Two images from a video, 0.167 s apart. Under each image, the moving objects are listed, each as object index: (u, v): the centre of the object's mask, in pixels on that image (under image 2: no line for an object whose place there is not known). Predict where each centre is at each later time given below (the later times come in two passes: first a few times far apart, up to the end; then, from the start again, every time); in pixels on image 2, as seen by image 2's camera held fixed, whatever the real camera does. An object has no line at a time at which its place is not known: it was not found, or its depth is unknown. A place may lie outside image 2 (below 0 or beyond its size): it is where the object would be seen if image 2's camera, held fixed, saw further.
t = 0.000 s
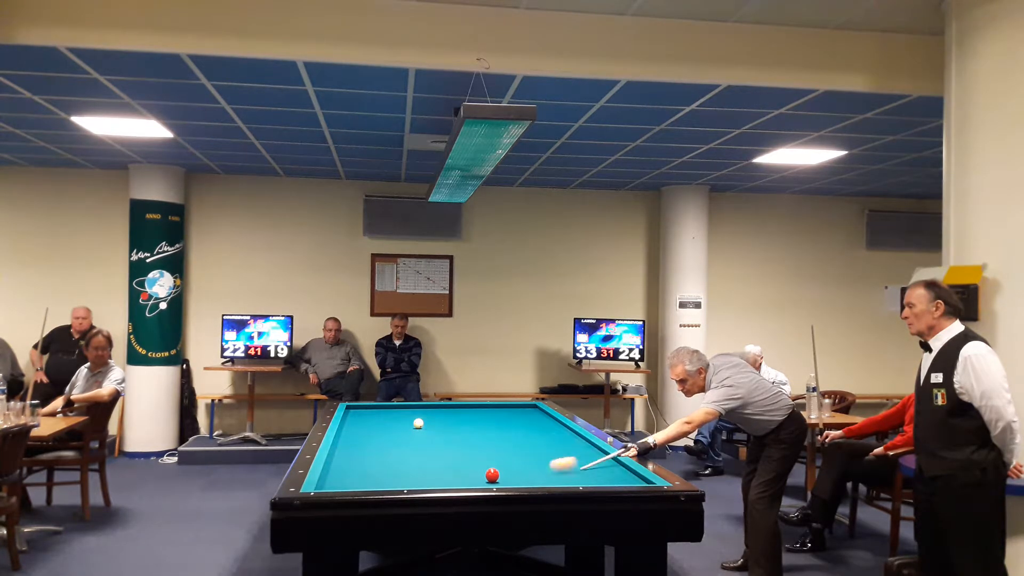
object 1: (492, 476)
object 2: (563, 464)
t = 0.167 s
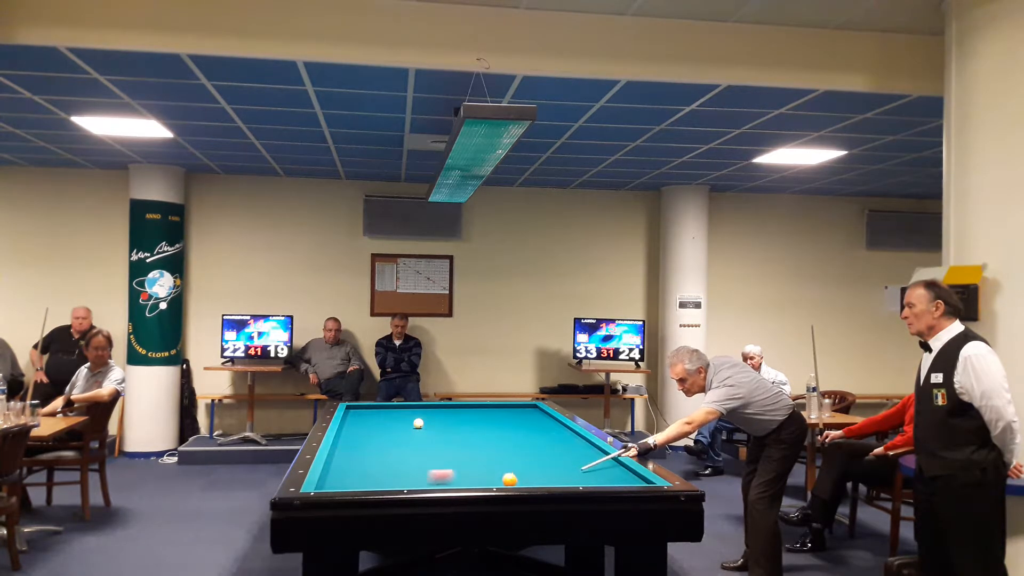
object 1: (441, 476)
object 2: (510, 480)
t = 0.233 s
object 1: (395, 478)
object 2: (515, 482)
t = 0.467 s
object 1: (386, 479)
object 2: (537, 474)
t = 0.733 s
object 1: (490, 478)
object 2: (564, 464)
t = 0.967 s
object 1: (570, 478)
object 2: (584, 456)
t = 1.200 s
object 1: (635, 478)
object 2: (593, 449)
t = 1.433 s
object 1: (584, 478)
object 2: (571, 443)
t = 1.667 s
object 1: (539, 479)
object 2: (550, 439)
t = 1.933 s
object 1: (489, 480)
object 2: (529, 434)
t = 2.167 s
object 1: (445, 481)
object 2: (512, 430)
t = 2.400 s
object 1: (400, 482)
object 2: (496, 426)
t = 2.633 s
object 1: (354, 483)
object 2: (481, 422)
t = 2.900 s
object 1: (337, 484)
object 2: (465, 419)
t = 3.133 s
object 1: (363, 483)
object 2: (452, 416)
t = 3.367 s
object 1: (389, 482)
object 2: (440, 413)
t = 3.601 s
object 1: (413, 482)
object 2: (428, 410)
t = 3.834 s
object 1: (437, 481)
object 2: (418, 408)
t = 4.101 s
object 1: (462, 481)
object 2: (406, 405)
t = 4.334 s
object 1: (484, 480)
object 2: (397, 406)
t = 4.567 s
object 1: (505, 480)
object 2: (387, 408)
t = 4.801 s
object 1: (525, 480)
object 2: (377, 410)
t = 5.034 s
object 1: (545, 479)
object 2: (368, 411)
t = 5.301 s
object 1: (567, 479)
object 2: (357, 413)
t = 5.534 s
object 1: (585, 479)
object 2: (347, 414)
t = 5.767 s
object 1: (602, 478)
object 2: (352, 415)
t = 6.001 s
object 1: (619, 478)
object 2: (357, 417)
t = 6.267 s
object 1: (637, 478)
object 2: (363, 418)
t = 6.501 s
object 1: (631, 478)
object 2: (368, 419)
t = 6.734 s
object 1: (622, 478)
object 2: (372, 420)
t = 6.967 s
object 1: (613, 478)
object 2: (377, 421)
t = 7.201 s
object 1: (605, 478)
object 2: (381, 422)
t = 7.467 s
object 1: (596, 478)
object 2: (386, 423)
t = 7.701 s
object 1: (588, 478)
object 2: (390, 424)
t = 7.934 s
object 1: (581, 478)
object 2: (394, 424)
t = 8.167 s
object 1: (575, 478)
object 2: (398, 425)
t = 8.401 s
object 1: (569, 478)
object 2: (402, 426)
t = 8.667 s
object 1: (563, 478)
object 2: (406, 427)
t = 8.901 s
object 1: (557, 478)
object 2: (409, 427)
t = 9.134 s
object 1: (553, 478)
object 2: (412, 428)
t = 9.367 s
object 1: (549, 478)
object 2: (415, 429)
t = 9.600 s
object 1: (545, 478)
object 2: (418, 429)
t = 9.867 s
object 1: (542, 478)
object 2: (421, 430)
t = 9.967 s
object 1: (540, 478)
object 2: (422, 430)
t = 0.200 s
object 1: (418, 477)
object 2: (512, 481)
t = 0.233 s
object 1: (395, 478)
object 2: (515, 482)
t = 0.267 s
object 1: (372, 479)
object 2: (517, 482)
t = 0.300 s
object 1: (350, 479)
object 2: (520, 480)
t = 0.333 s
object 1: (329, 480)
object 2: (524, 479)
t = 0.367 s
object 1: (337, 480)
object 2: (527, 478)
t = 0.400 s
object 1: (354, 480)
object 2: (530, 477)
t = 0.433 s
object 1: (370, 479)
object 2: (534, 476)
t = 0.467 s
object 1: (386, 479)
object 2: (537, 474)
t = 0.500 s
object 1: (401, 479)
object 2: (541, 473)
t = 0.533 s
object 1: (416, 479)
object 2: (544, 471)
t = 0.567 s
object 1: (429, 479)
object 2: (548, 470)
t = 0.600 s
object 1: (442, 479)
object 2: (551, 469)
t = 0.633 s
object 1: (455, 479)
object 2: (555, 468)
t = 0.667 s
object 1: (467, 479)
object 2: (558, 466)
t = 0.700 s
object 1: (478, 479)
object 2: (561, 465)
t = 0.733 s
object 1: (490, 478)
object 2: (564, 464)
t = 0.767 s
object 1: (501, 478)
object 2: (567, 463)
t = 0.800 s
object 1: (513, 478)
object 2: (570, 461)
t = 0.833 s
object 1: (525, 478)
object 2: (573, 460)
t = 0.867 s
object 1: (536, 478)
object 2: (576, 459)
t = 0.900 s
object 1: (547, 478)
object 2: (578, 458)
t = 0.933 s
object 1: (559, 478)
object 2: (581, 457)
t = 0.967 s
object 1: (570, 478)
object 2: (584, 456)
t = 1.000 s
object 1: (582, 478)
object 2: (587, 455)
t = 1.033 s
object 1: (593, 478)
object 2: (590, 454)
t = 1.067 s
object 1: (603, 478)
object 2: (592, 453)
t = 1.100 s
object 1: (615, 478)
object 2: (595, 452)
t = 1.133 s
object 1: (626, 478)
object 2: (597, 450)
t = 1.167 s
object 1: (637, 478)
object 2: (597, 450)
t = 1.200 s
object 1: (635, 478)
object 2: (593, 449)
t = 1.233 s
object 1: (626, 478)
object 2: (590, 448)
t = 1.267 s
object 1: (618, 478)
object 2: (586, 447)
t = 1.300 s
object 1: (610, 478)
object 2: (583, 446)
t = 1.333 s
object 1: (603, 478)
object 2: (580, 446)
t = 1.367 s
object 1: (596, 478)
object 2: (577, 445)
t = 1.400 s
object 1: (590, 478)
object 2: (574, 444)
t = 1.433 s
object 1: (584, 478)
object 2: (571, 443)
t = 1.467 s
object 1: (577, 479)
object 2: (568, 443)
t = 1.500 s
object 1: (571, 479)
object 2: (565, 442)
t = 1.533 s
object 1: (565, 479)
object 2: (562, 441)
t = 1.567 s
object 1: (558, 479)
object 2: (559, 441)
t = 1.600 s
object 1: (552, 479)
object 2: (556, 440)
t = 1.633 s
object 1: (546, 479)
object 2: (553, 439)
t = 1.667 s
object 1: (539, 479)
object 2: (550, 439)
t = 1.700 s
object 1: (533, 479)
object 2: (548, 438)
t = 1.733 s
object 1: (527, 479)
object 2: (545, 437)
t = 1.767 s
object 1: (520, 480)
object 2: (542, 437)
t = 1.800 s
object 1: (514, 480)
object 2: (539, 436)
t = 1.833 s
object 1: (508, 480)
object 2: (537, 435)
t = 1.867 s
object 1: (502, 480)
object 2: (534, 435)
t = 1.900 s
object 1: (495, 480)
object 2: (532, 434)
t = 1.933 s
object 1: (489, 480)
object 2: (529, 434)
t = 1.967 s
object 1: (483, 480)
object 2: (526, 433)
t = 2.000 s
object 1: (476, 480)
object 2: (524, 433)
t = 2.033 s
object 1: (470, 480)
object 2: (521, 432)
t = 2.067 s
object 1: (464, 481)
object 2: (519, 431)
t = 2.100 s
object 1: (457, 481)
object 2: (517, 431)
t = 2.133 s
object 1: (451, 481)
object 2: (514, 430)
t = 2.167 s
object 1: (445, 481)
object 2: (512, 430)
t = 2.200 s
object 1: (438, 481)
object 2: (509, 429)
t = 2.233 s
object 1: (432, 481)
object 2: (507, 428)
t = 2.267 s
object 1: (425, 481)
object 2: (505, 428)
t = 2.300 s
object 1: (419, 482)
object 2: (503, 427)
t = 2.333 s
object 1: (412, 482)
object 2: (500, 427)
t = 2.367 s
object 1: (406, 482)
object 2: (498, 426)
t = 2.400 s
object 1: (400, 482)
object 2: (496, 426)
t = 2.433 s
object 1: (393, 482)
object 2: (494, 425)
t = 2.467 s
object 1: (387, 482)
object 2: (491, 425)
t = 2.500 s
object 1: (380, 482)
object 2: (489, 424)
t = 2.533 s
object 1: (374, 483)
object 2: (487, 424)
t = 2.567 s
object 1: (367, 483)
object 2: (485, 423)
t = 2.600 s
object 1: (361, 483)
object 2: (483, 423)
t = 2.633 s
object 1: (354, 483)
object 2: (481, 422)
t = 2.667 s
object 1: (348, 483)
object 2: (479, 422)
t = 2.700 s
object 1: (341, 484)
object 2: (477, 421)
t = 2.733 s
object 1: (335, 484)
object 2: (475, 421)
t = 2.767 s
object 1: (328, 484)
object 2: (473, 420)
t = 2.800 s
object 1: (324, 484)
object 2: (471, 420)
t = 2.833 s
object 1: (329, 484)
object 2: (469, 420)
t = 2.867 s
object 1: (333, 484)
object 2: (467, 419)
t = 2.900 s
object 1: (337, 484)
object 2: (465, 419)
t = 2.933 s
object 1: (341, 484)
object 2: (463, 418)
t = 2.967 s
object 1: (345, 483)
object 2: (461, 418)
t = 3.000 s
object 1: (349, 483)
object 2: (459, 417)
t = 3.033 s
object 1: (352, 483)
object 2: (457, 417)
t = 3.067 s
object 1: (356, 483)
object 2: (456, 417)
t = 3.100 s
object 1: (360, 483)
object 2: (454, 416)
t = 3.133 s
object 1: (363, 483)
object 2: (452, 416)
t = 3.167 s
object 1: (367, 483)
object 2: (450, 415)
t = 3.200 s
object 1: (371, 483)
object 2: (448, 415)
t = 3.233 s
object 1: (374, 483)
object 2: (447, 415)
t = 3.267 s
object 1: (378, 483)
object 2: (445, 414)
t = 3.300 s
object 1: (382, 483)
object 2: (443, 414)
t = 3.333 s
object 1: (385, 482)
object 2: (441, 413)
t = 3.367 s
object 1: (389, 482)
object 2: (440, 413)
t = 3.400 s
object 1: (392, 482)
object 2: (438, 413)
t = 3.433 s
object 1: (396, 482)
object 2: (436, 412)
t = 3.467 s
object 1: (399, 482)
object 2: (435, 412)
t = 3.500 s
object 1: (403, 482)
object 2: (433, 412)
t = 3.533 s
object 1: (406, 482)
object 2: (432, 411)
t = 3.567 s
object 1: (410, 482)
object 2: (430, 411)
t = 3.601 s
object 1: (413, 482)
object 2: (428, 410)
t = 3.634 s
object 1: (416, 482)
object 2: (427, 410)
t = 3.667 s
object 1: (420, 482)
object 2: (425, 410)
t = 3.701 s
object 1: (423, 482)
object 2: (424, 409)
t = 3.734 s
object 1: (426, 482)
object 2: (422, 409)
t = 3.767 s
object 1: (430, 482)
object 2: (421, 409)
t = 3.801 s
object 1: (433, 481)
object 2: (419, 408)
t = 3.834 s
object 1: (437, 481)
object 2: (418, 408)
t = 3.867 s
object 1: (440, 482)
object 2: (416, 408)
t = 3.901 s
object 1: (443, 481)
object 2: (415, 407)
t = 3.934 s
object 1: (446, 481)
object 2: (413, 407)
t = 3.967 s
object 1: (450, 481)
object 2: (412, 407)
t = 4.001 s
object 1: (453, 481)
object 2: (410, 406)
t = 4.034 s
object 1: (456, 481)
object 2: (409, 406)
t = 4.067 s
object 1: (459, 481)
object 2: (407, 406)
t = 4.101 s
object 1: (462, 481)
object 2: (406, 405)
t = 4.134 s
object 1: (466, 481)
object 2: (405, 405)
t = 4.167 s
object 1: (469, 481)
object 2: (403, 406)
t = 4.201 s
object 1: (472, 481)
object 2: (402, 406)
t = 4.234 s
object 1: (475, 481)
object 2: (401, 406)
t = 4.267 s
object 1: (478, 480)
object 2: (399, 406)
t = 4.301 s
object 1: (481, 480)
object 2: (398, 406)
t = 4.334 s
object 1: (484, 480)
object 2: (397, 406)
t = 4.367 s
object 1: (487, 480)
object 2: (395, 407)
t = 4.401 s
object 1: (490, 480)
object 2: (394, 407)
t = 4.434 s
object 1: (493, 480)
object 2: (393, 407)
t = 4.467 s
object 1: (496, 480)
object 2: (391, 407)
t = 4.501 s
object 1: (500, 480)
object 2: (390, 408)
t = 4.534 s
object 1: (502, 480)
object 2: (388, 408)
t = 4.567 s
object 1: (505, 480)
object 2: (387, 408)
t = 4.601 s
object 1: (508, 480)
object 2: (386, 408)
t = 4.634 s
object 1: (511, 480)
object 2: (384, 409)
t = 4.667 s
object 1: (514, 480)
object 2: (383, 409)
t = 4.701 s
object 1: (517, 480)
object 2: (382, 409)
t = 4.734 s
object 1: (520, 480)
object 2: (380, 409)
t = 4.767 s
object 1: (523, 480)
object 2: (379, 410)
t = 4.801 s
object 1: (525, 480)
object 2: (377, 410)
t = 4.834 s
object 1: (528, 480)
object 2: (376, 410)
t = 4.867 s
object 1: (531, 480)
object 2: (375, 410)
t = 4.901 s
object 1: (534, 479)
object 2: (373, 410)
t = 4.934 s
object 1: (537, 480)
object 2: (372, 411)
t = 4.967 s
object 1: (539, 479)
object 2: (370, 411)
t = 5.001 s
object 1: (542, 479)
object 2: (369, 411)
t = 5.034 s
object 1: (545, 479)
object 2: (368, 411)
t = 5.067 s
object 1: (548, 479)
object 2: (366, 411)
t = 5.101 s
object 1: (551, 479)
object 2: (365, 412)
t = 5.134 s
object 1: (553, 479)
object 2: (363, 412)
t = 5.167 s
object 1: (556, 479)
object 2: (362, 412)
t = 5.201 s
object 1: (559, 479)
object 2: (361, 412)
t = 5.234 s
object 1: (562, 479)
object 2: (359, 412)
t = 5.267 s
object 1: (564, 479)
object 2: (358, 413)
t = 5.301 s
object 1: (567, 479)
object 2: (357, 413)
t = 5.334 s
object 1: (569, 479)
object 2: (355, 413)
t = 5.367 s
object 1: (572, 479)
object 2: (354, 413)
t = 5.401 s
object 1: (575, 479)
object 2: (352, 414)
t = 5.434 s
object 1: (577, 479)
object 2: (351, 414)
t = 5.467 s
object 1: (580, 479)
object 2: (350, 414)
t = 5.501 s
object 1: (582, 479)
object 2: (348, 414)
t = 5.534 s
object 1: (585, 479)
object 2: (347, 414)
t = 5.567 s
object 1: (587, 479)
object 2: (348, 415)
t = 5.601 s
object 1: (590, 479)
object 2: (348, 415)
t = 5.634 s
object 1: (592, 479)
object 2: (349, 415)
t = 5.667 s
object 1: (595, 479)
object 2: (350, 415)
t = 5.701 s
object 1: (597, 479)
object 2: (351, 415)
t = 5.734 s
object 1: (600, 479)
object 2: (351, 415)
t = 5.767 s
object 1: (602, 478)
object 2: (352, 415)
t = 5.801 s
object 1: (605, 478)
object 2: (353, 416)
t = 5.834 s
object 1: (607, 478)
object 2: (354, 416)
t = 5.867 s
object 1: (609, 478)
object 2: (354, 416)
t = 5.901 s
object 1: (612, 478)
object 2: (355, 416)
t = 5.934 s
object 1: (614, 478)
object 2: (356, 416)
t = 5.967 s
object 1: (617, 478)
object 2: (356, 416)
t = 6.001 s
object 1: (619, 478)
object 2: (357, 417)
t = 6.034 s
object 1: (621, 478)
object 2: (358, 417)
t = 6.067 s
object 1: (624, 478)
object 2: (359, 417)
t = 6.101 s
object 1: (626, 478)
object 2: (359, 417)
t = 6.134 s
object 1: (628, 478)
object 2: (360, 417)
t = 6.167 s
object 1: (631, 478)
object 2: (361, 417)
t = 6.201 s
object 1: (633, 478)
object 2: (361, 417)
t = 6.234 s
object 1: (635, 478)
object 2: (362, 418)
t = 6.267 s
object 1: (637, 478)
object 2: (363, 418)
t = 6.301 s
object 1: (639, 478)
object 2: (363, 418)
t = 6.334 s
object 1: (638, 478)
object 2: (364, 418)
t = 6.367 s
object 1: (637, 478)
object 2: (365, 418)
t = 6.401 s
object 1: (635, 478)
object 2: (365, 418)
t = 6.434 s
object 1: (634, 478)
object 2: (366, 418)
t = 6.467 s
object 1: (633, 478)
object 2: (367, 419)
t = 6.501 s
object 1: (631, 478)
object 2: (368, 419)
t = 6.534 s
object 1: (630, 478)
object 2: (368, 419)
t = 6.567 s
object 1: (628, 478)
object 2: (369, 419)
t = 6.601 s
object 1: (627, 478)
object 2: (370, 419)
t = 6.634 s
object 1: (626, 478)
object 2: (370, 419)
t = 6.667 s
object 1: (624, 478)
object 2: (371, 419)
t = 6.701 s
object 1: (623, 478)
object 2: (372, 420)
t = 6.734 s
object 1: (622, 478)
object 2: (372, 420)
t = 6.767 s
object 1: (621, 478)
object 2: (373, 420)
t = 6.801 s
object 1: (619, 478)
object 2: (374, 420)
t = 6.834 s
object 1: (618, 478)
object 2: (374, 420)
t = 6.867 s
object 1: (617, 478)
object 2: (375, 420)
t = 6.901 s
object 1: (616, 478)
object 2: (375, 420)
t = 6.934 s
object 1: (614, 478)
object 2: (376, 421)
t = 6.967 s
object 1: (613, 478)
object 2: (377, 421)
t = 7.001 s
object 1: (612, 478)
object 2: (378, 421)
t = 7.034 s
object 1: (611, 478)
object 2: (378, 421)
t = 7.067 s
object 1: (609, 478)
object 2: (379, 421)
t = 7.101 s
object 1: (608, 478)
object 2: (379, 421)
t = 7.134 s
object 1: (607, 478)
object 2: (380, 421)
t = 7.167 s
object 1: (606, 478)
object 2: (381, 422)
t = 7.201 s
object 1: (605, 478)
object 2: (381, 422)
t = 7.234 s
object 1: (603, 478)
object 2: (382, 422)
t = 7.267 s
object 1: (602, 478)
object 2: (382, 422)
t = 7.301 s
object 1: (601, 478)
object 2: (383, 422)
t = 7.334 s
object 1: (600, 478)
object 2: (384, 422)
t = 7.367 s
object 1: (599, 478)
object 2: (384, 422)
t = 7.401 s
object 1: (598, 478)
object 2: (385, 422)
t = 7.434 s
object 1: (597, 478)
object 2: (386, 422)
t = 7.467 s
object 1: (596, 478)
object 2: (386, 423)
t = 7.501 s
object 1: (594, 478)
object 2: (387, 423)
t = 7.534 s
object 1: (593, 478)
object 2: (387, 423)
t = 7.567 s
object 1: (592, 478)
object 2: (388, 423)
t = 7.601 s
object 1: (591, 478)
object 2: (388, 423)
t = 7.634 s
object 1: (590, 478)
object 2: (389, 423)
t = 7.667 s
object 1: (589, 478)
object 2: (390, 423)
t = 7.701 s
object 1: (588, 478)
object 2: (390, 424)
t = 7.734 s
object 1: (587, 478)
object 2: (391, 424)
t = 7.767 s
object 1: (586, 478)
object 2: (391, 424)
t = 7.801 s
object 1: (585, 478)
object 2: (392, 424)
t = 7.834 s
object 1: (584, 478)
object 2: (392, 424)
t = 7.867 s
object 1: (583, 478)
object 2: (393, 424)
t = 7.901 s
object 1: (582, 478)
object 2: (393, 424)
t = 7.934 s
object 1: (581, 478)
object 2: (394, 424)
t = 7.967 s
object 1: (580, 478)
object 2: (395, 424)
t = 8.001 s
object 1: (579, 478)
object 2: (395, 425)
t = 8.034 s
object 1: (578, 478)
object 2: (396, 425)
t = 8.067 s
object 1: (578, 478)
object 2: (396, 425)
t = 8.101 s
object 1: (577, 478)
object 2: (397, 425)
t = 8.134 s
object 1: (576, 478)
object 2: (397, 425)
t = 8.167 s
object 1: (575, 478)
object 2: (398, 425)
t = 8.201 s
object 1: (574, 478)
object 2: (398, 425)
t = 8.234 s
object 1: (573, 478)
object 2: (399, 425)
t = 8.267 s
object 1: (572, 478)
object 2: (399, 425)
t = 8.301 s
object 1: (571, 478)
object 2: (400, 426)
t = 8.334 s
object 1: (570, 478)
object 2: (401, 426)
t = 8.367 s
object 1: (570, 478)
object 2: (401, 426)
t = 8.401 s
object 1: (569, 478)
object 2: (402, 426)
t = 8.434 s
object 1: (568, 478)
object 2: (402, 426)
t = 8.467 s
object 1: (567, 478)
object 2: (403, 426)
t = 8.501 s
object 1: (566, 478)
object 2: (403, 426)
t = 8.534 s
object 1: (566, 478)
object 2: (404, 426)
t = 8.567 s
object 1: (565, 478)
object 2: (404, 426)
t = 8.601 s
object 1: (564, 478)
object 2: (405, 426)
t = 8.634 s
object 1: (563, 478)
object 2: (405, 427)
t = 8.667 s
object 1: (563, 478)
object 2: (406, 427)
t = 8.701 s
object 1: (562, 478)
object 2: (406, 427)
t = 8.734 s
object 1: (561, 478)
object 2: (407, 427)
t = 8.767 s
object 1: (560, 478)
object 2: (407, 427)
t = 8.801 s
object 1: (560, 478)
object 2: (408, 427)
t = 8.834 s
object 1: (559, 478)
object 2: (408, 427)
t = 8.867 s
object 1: (558, 478)
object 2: (408, 427)
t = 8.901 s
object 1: (557, 478)
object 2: (409, 427)
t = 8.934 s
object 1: (557, 478)
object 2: (409, 428)
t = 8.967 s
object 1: (556, 478)
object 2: (410, 428)
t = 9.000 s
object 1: (555, 478)
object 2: (410, 428)
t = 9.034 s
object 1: (555, 478)
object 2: (411, 428)
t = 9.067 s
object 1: (554, 478)
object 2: (411, 428)
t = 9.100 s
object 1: (554, 478)
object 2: (412, 428)
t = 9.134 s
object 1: (553, 478)
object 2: (412, 428)
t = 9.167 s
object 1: (552, 478)
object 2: (412, 428)
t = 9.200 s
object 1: (552, 478)
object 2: (413, 428)
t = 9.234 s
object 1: (551, 478)
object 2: (414, 429)
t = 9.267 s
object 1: (551, 478)
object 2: (414, 429)
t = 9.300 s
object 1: (550, 478)
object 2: (414, 429)
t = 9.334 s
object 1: (550, 478)
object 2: (415, 429)
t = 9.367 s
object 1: (549, 478)
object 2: (415, 429)
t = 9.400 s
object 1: (548, 478)
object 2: (415, 429)
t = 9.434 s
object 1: (548, 478)
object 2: (416, 429)
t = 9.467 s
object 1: (547, 478)
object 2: (417, 429)
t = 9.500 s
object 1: (547, 478)
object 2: (417, 429)
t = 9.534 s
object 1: (546, 478)
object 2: (417, 429)
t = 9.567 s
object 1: (546, 478)
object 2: (418, 429)
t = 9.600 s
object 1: (545, 478)
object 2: (418, 429)
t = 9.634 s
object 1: (545, 478)
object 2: (418, 429)
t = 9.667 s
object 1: (544, 478)
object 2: (419, 429)
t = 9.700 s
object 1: (544, 478)
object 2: (419, 430)
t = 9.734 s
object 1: (543, 478)
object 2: (420, 430)
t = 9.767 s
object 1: (543, 478)
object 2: (420, 430)
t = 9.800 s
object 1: (542, 478)
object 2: (420, 430)
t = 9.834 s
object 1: (542, 478)
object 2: (421, 430)
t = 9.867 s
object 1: (542, 478)
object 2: (421, 430)
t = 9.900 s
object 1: (541, 478)
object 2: (421, 430)
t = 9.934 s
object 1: (541, 478)
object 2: (422, 430)
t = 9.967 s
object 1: (540, 478)
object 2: (422, 430)
